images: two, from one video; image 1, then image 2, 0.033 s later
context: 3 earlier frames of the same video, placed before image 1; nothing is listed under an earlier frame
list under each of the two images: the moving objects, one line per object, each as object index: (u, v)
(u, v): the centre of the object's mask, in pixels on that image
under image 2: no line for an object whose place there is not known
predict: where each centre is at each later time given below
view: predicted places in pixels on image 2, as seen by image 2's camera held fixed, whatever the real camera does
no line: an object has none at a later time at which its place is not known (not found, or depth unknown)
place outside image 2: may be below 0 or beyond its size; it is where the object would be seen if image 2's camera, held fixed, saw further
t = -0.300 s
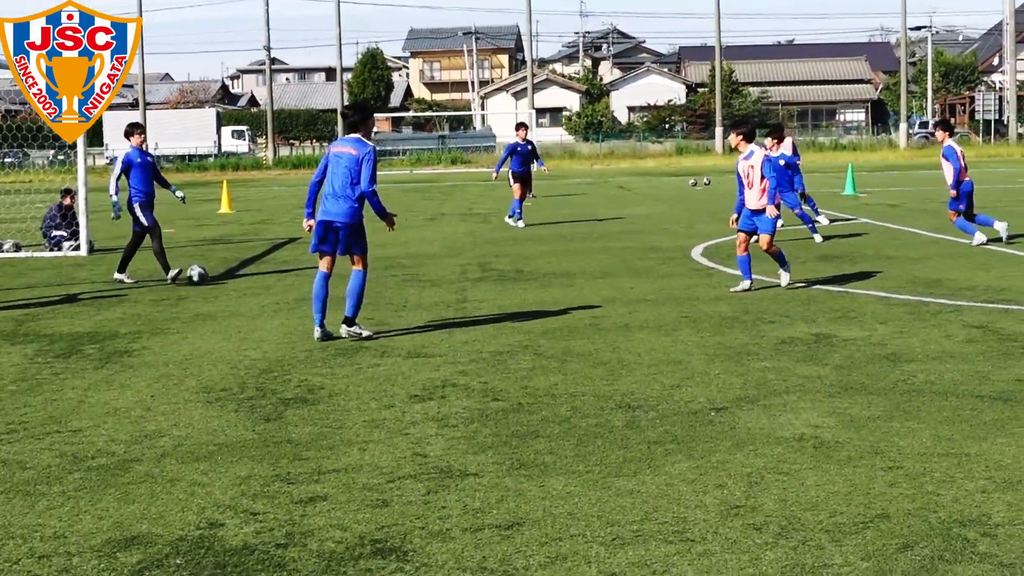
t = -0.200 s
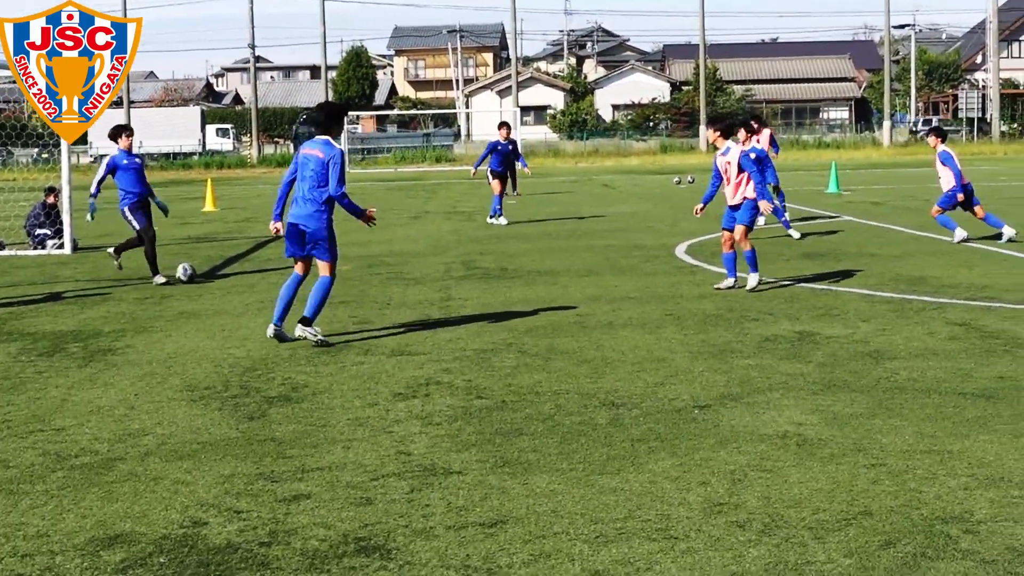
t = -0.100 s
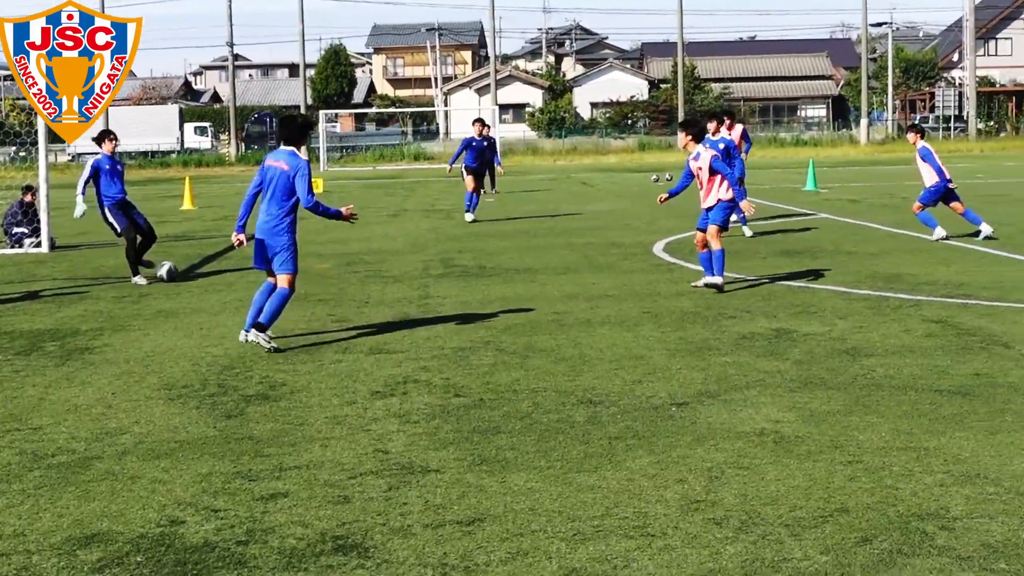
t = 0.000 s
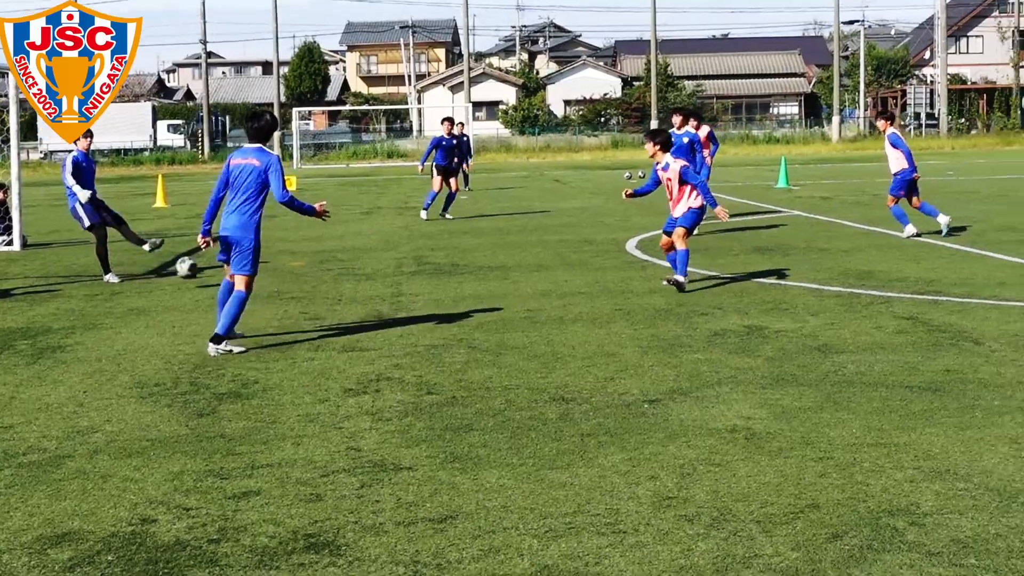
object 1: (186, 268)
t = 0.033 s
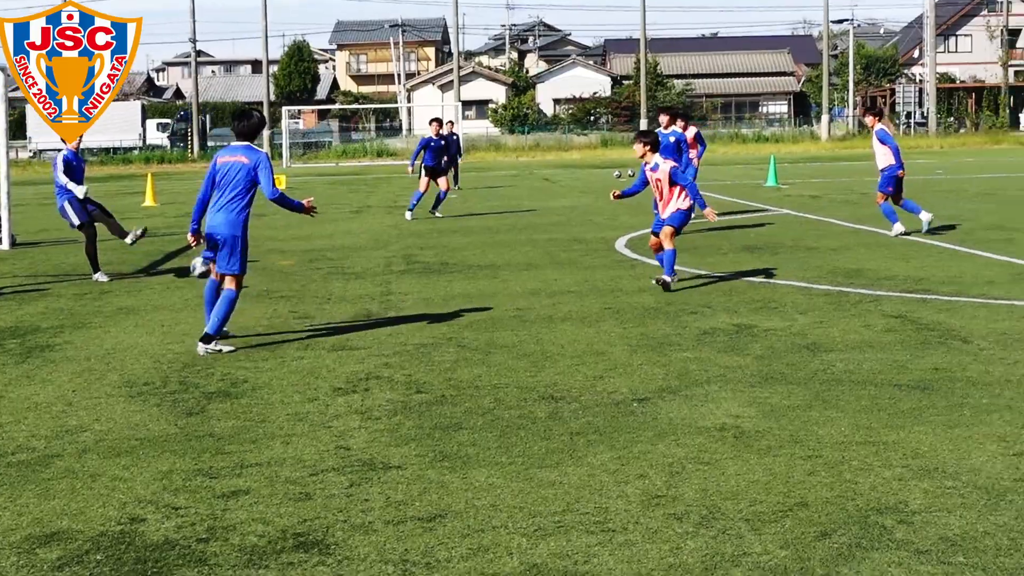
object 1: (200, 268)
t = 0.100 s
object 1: (257, 273)
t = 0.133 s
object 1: (287, 279)
